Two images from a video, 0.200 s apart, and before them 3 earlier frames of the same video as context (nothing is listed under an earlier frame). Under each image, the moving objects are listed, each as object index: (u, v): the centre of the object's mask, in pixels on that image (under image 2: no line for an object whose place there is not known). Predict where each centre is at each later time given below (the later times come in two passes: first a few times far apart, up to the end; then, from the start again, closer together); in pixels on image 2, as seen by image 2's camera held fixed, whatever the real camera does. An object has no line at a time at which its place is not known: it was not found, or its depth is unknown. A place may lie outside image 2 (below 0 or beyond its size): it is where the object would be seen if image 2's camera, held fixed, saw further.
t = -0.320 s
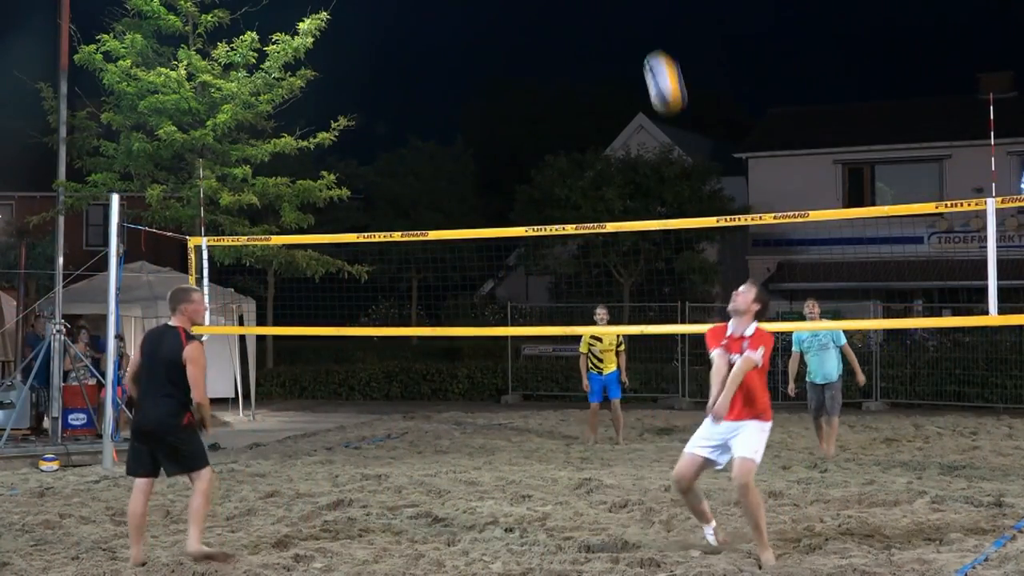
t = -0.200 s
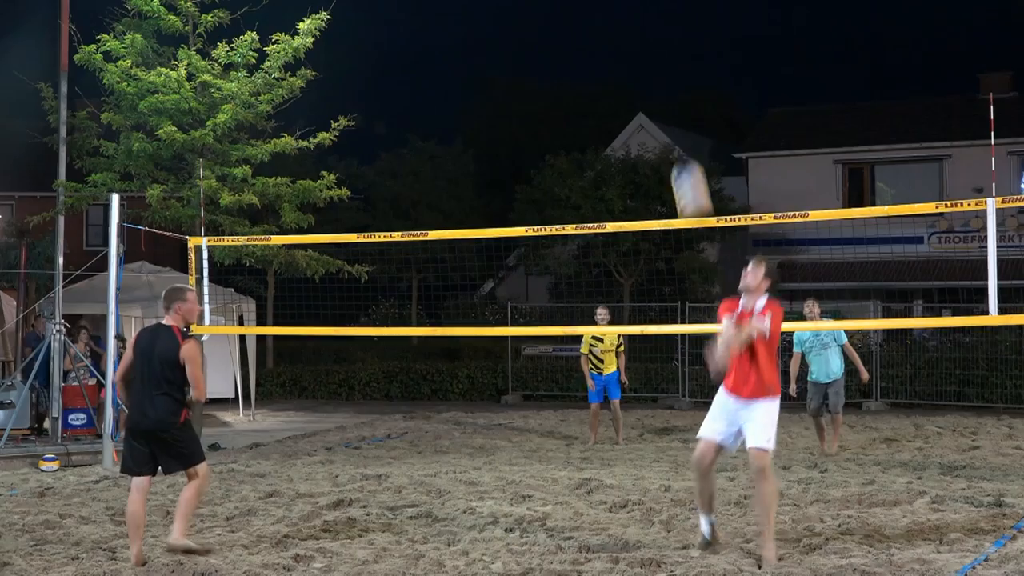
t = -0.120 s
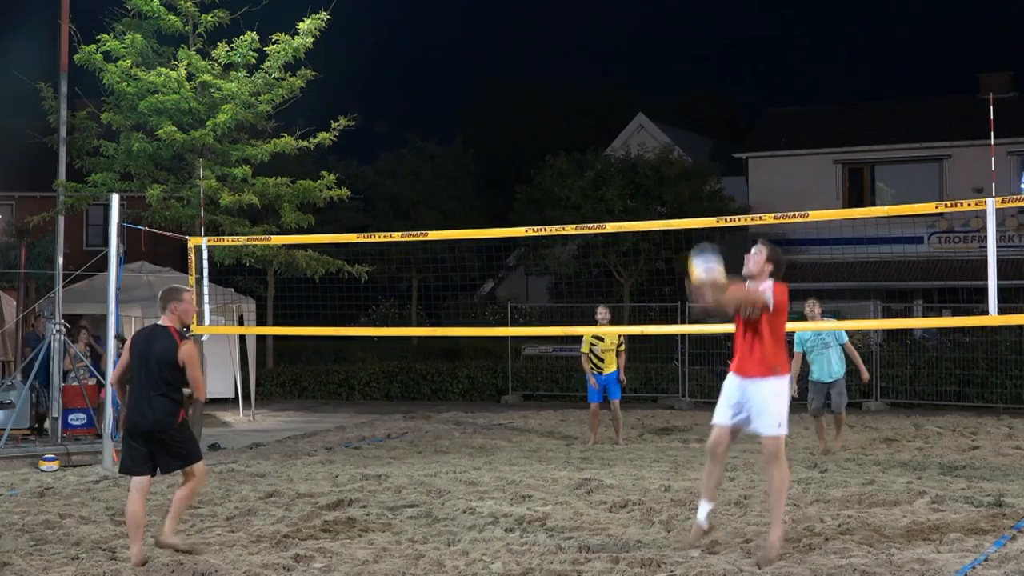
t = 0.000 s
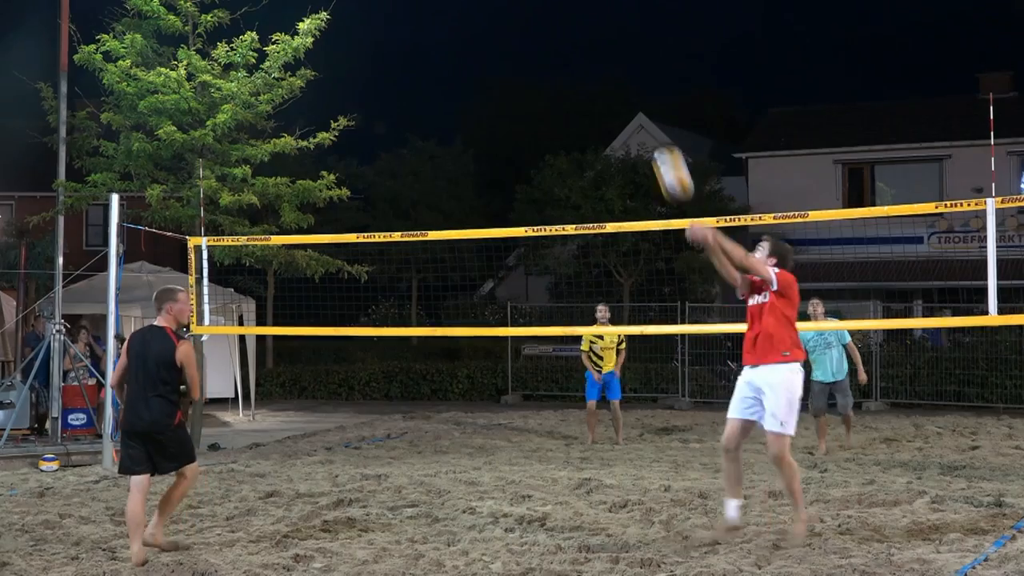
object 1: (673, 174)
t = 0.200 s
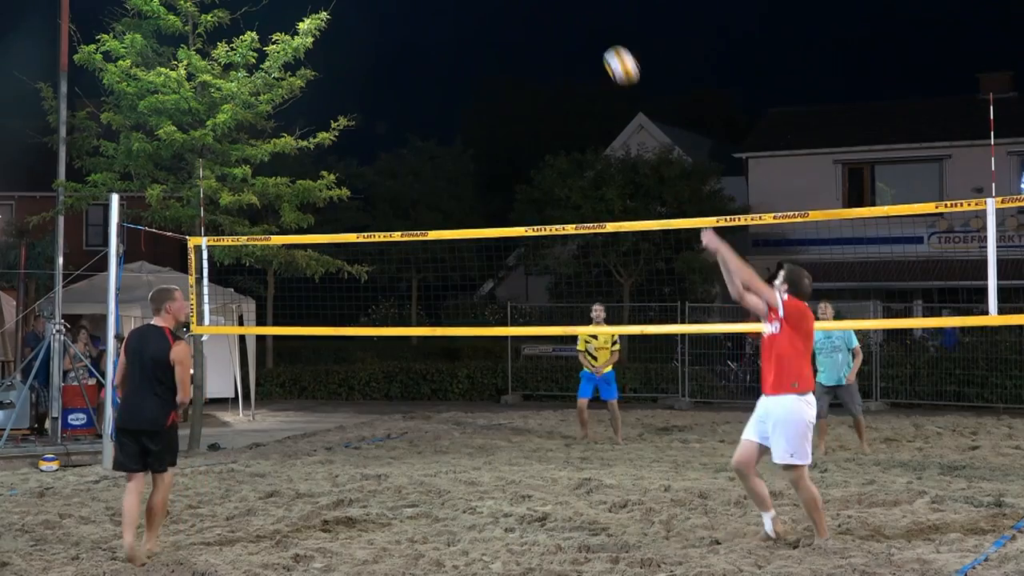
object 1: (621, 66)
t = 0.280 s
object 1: (604, 43)
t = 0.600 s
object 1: (548, 42)
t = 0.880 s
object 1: (512, 127)
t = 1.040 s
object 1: (496, 201)
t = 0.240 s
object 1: (612, 52)
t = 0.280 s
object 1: (604, 43)
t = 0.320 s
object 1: (596, 35)
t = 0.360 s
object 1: (588, 30)
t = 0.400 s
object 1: (581, 28)
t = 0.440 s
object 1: (574, 27)
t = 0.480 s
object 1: (567, 27)
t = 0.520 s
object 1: (561, 30)
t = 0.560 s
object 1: (554, 35)
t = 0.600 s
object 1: (548, 42)
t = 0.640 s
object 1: (542, 50)
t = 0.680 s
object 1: (536, 60)
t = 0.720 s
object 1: (531, 69)
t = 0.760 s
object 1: (526, 82)
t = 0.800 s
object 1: (521, 95)
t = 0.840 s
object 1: (517, 111)
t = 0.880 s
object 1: (512, 127)
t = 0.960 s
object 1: (504, 162)
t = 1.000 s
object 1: (500, 181)
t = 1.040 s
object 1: (496, 201)
